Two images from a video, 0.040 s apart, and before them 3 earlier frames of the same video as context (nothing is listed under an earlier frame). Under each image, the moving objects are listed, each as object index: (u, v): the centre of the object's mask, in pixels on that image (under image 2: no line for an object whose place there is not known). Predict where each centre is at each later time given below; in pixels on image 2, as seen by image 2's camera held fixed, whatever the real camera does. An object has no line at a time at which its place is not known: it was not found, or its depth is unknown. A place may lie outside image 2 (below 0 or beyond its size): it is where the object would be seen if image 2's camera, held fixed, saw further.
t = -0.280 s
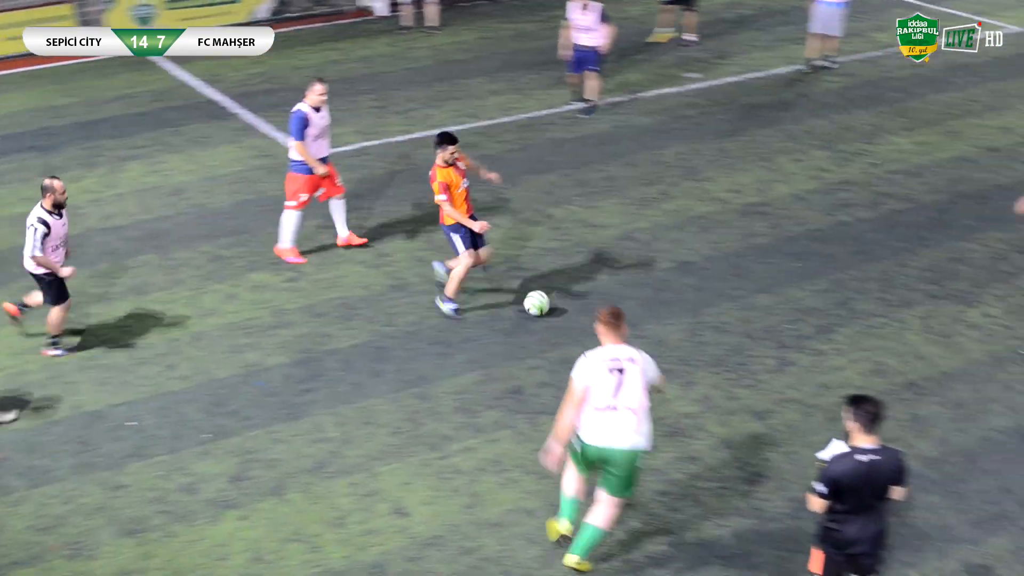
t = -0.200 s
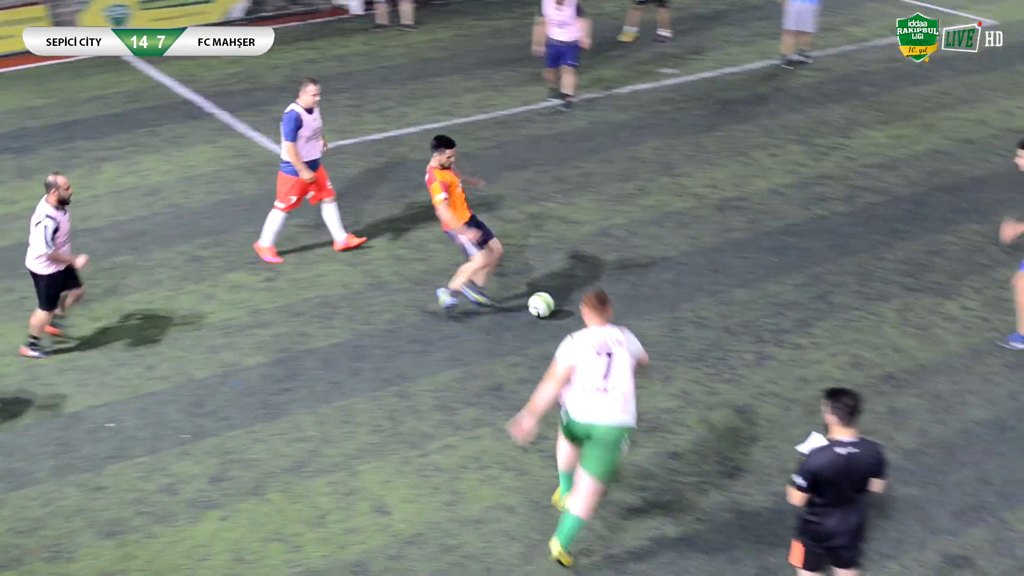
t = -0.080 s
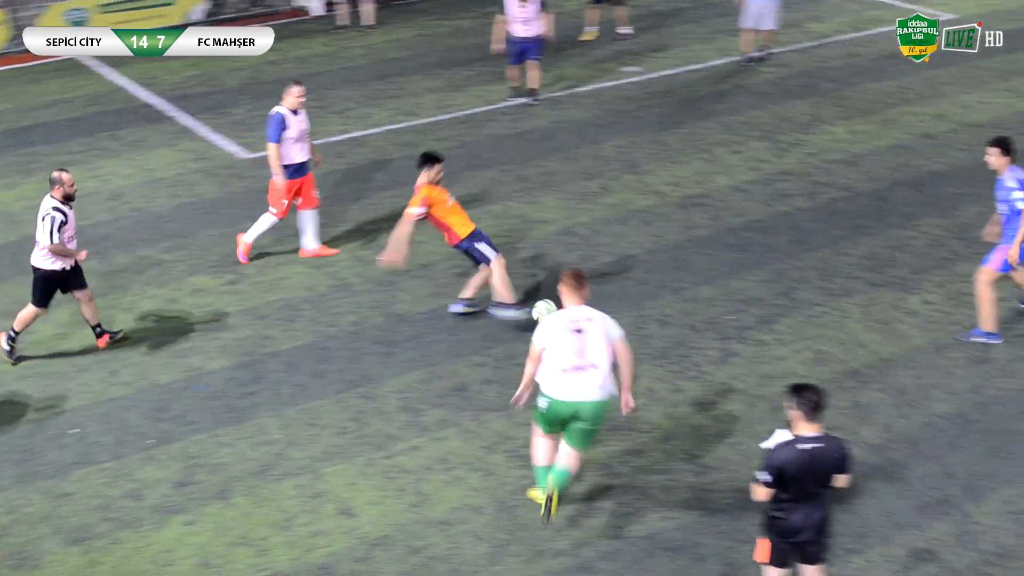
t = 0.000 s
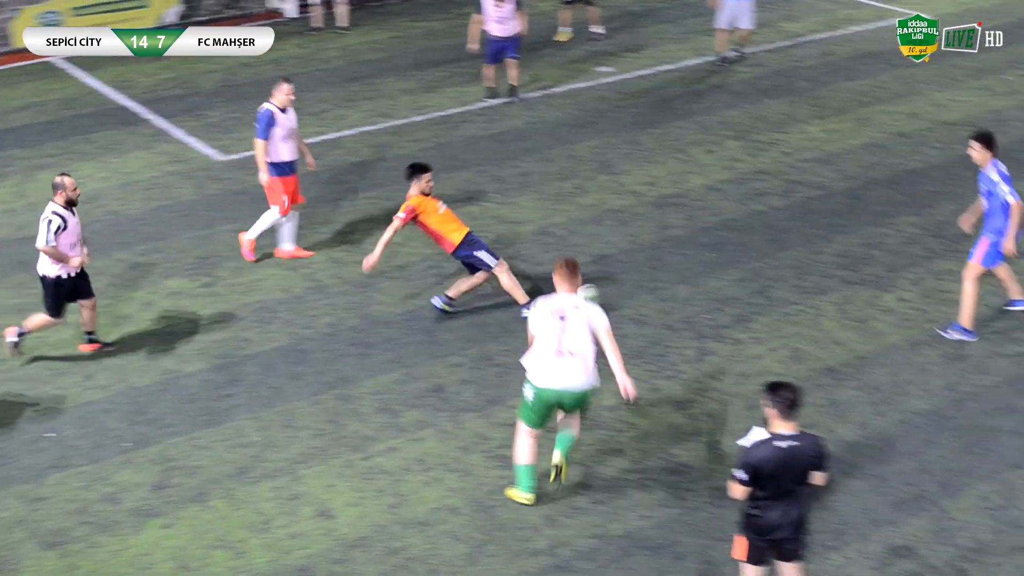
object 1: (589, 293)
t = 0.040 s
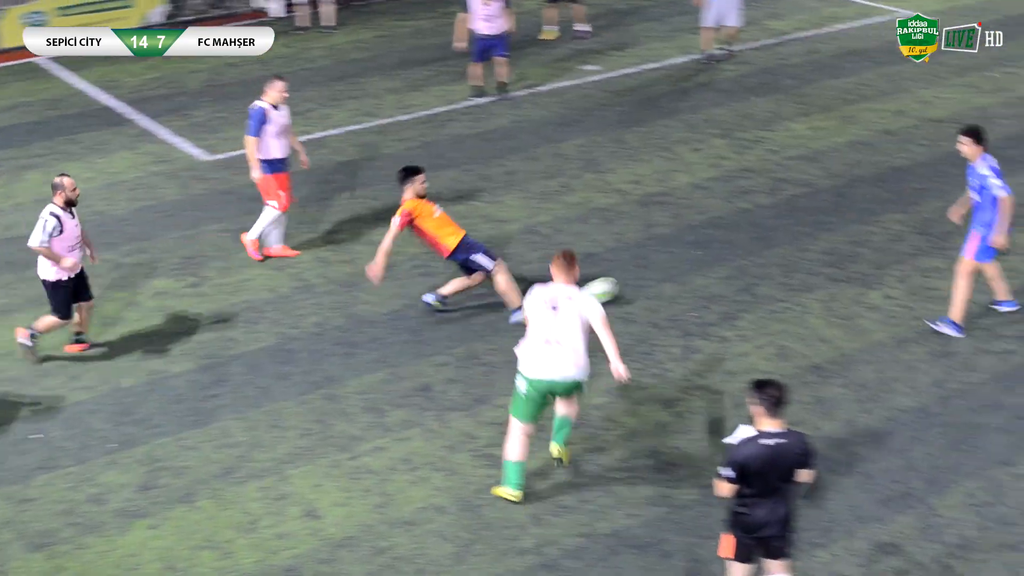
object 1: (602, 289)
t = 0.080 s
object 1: (630, 286)
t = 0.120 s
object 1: (658, 278)
